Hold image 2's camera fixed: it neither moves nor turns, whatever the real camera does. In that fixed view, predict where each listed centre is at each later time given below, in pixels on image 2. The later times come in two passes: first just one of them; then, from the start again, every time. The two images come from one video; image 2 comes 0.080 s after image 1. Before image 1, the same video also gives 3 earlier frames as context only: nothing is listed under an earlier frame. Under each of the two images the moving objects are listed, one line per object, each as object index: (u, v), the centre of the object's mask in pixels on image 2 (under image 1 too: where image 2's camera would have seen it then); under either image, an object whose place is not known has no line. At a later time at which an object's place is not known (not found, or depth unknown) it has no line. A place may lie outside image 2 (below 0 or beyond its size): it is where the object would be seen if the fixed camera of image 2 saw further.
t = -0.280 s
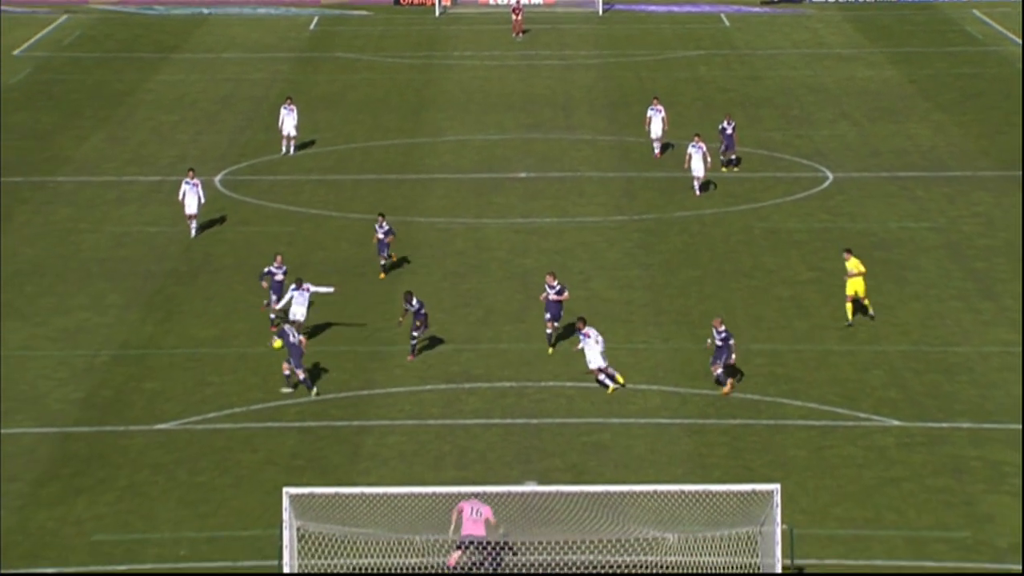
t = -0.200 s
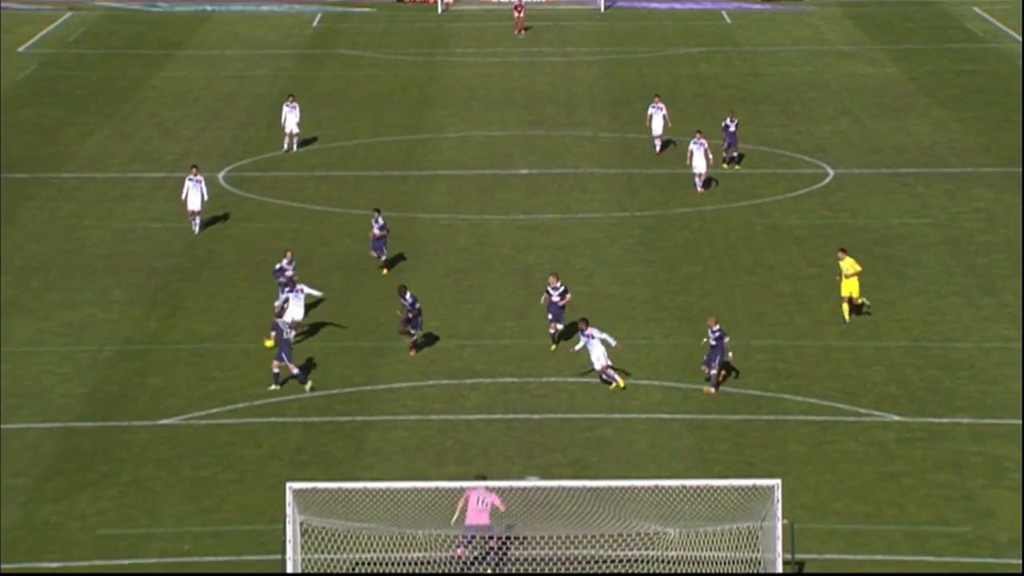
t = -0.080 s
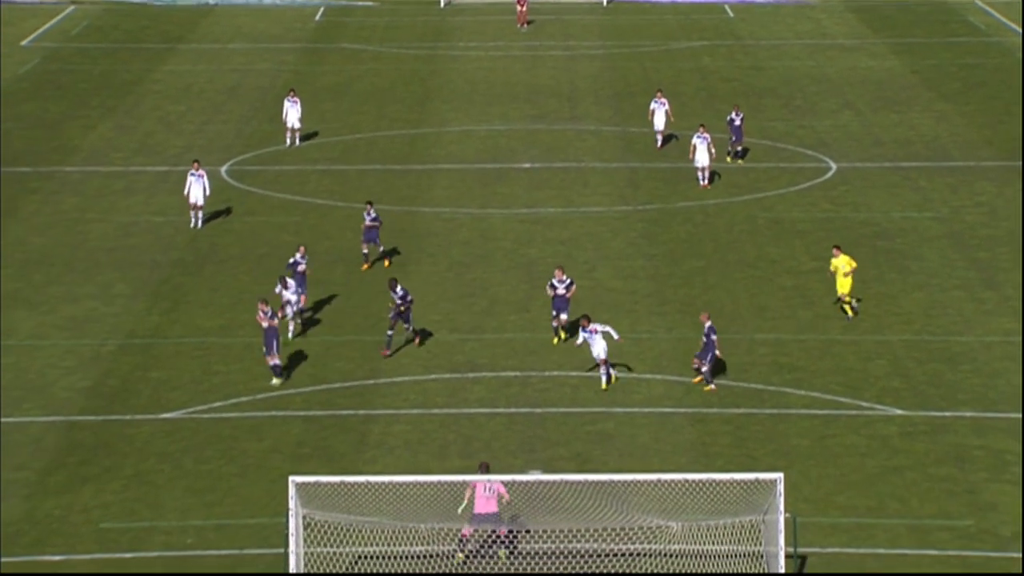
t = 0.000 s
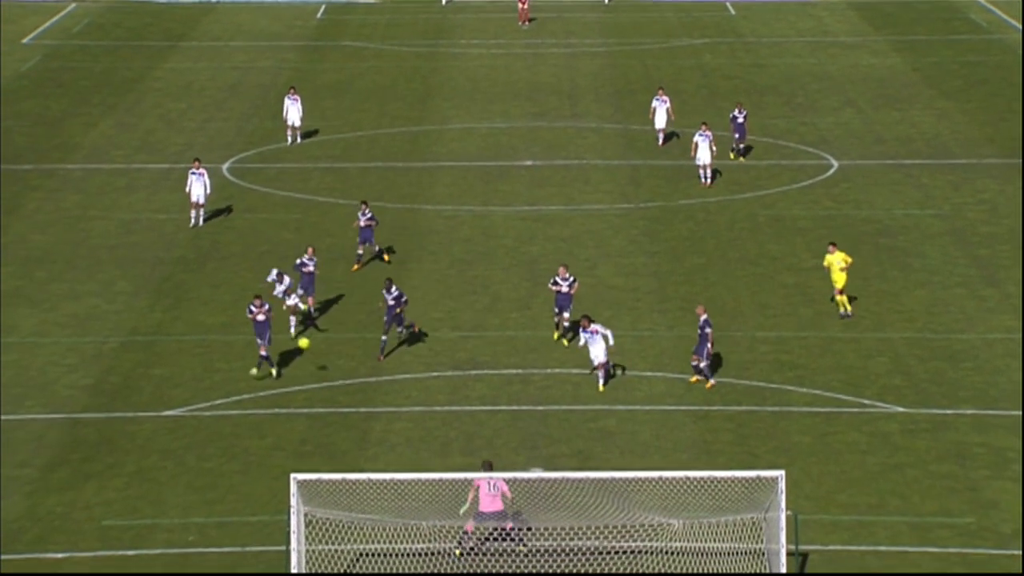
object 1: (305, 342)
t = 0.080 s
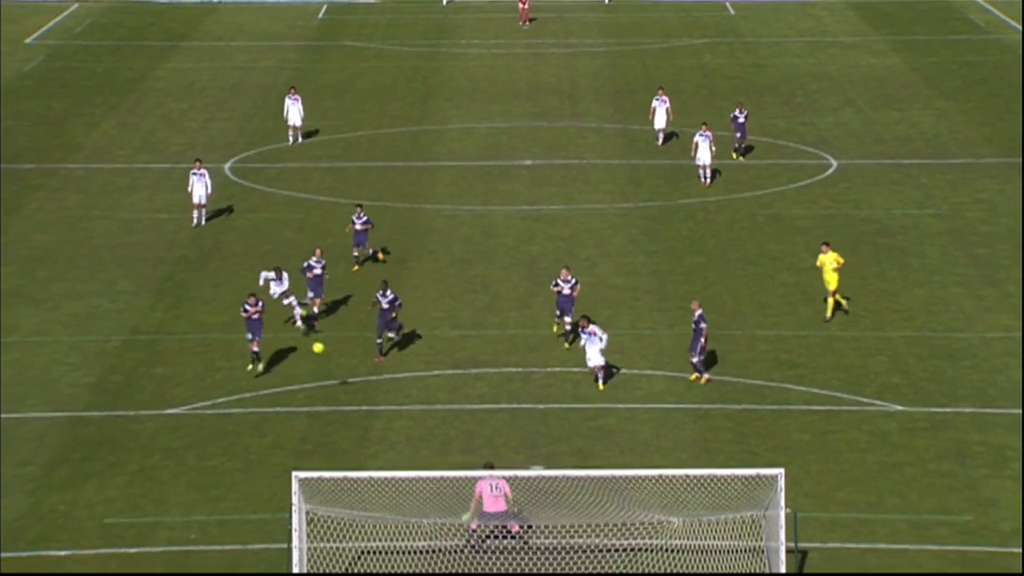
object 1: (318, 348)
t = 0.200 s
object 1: (331, 362)
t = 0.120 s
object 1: (323, 352)
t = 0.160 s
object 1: (328, 356)
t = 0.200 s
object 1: (331, 362)
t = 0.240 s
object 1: (335, 368)
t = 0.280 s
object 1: (337, 375)
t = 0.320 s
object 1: (339, 382)
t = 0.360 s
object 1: (340, 390)
